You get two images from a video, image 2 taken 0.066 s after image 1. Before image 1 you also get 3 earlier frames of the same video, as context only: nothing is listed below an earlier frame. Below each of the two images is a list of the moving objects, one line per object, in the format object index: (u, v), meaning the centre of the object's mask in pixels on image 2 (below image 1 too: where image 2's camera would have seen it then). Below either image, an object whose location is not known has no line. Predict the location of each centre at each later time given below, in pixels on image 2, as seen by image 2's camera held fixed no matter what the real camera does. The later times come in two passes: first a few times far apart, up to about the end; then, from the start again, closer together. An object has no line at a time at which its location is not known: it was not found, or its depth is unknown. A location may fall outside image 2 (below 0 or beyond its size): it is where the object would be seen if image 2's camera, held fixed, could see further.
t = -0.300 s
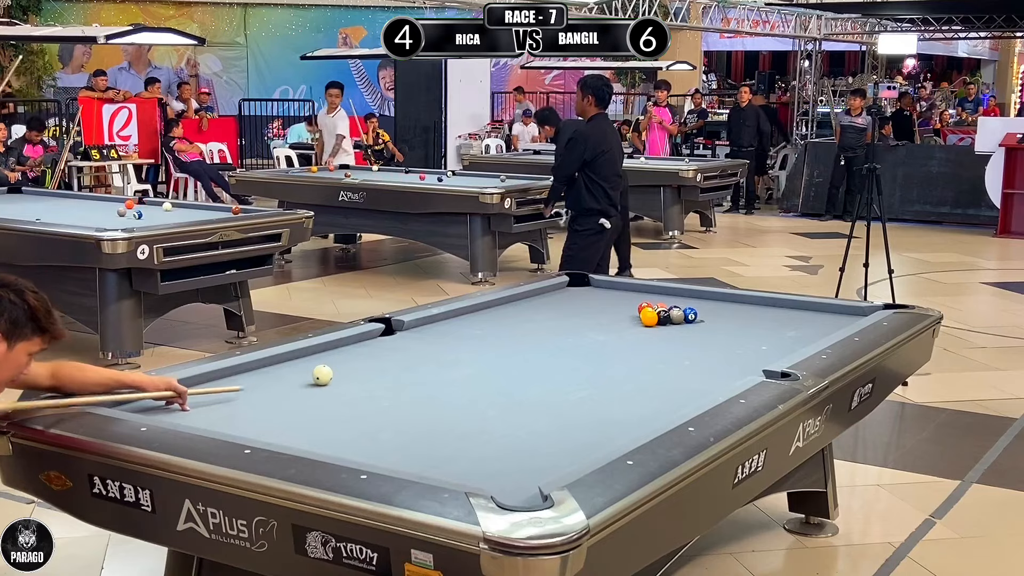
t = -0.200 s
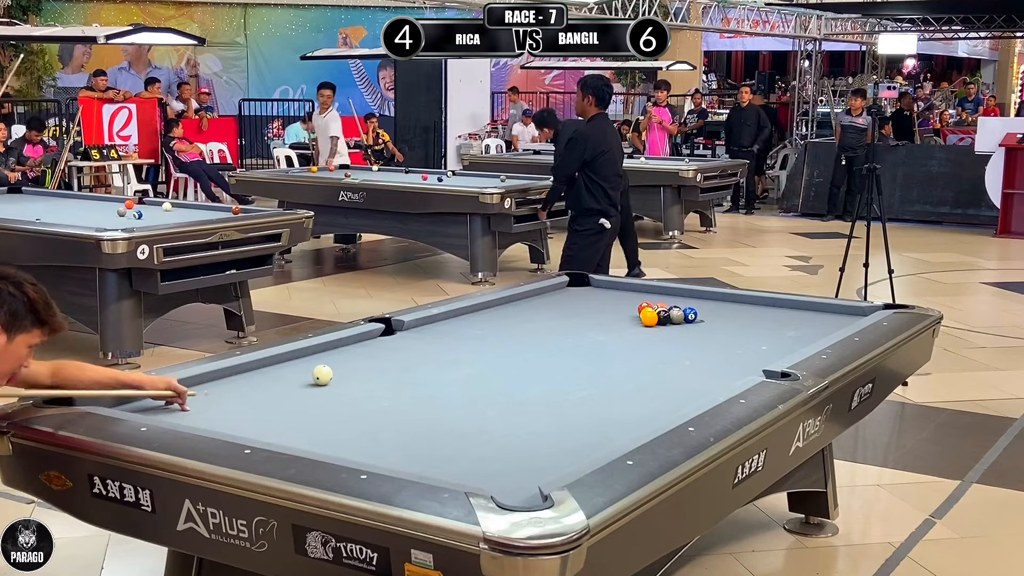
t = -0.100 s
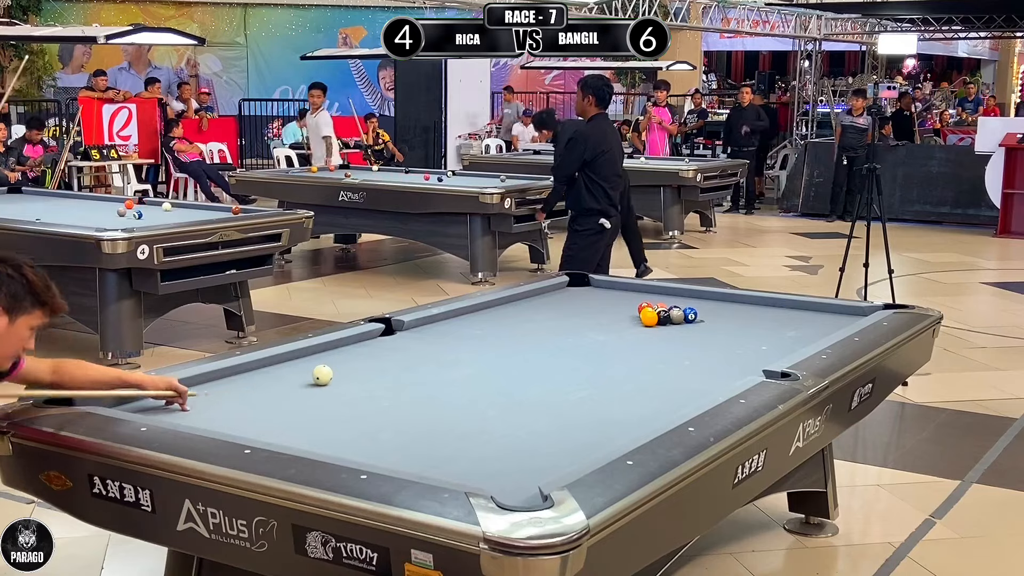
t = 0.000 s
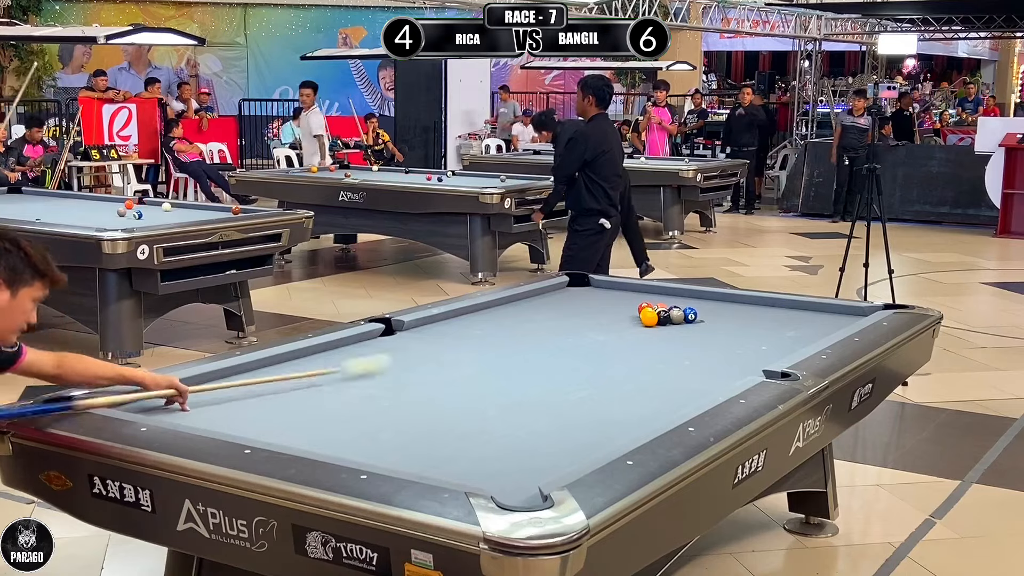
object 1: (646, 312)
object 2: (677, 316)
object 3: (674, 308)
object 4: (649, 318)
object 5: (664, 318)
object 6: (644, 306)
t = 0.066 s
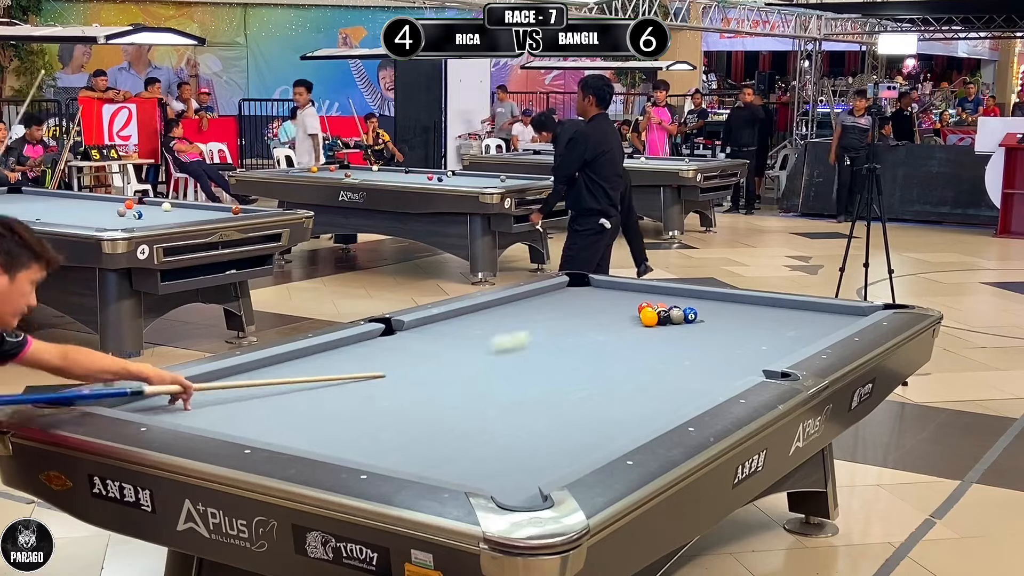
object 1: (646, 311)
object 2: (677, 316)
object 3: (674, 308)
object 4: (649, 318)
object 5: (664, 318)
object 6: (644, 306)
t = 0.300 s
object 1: (630, 315)
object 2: (715, 321)
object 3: (704, 303)
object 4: (656, 326)
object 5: (683, 327)
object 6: (635, 289)
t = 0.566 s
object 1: (601, 318)
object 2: (772, 328)
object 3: (715, 301)
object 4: (664, 338)
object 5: (714, 341)
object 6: (568, 292)
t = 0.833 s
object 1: (574, 319)
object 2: (829, 331)
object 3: (694, 307)
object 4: (673, 352)
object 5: (724, 351)
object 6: (516, 301)
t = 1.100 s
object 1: (548, 321)
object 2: (797, 333)
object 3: (673, 314)
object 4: (683, 366)
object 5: (724, 358)
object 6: (499, 313)
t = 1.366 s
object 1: (524, 322)
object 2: (766, 332)
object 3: (650, 322)
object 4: (694, 381)
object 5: (724, 366)
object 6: (481, 326)
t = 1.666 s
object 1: (498, 324)
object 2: (733, 332)
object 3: (626, 330)
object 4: (698, 395)
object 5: (723, 374)
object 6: (458, 342)
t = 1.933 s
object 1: (477, 325)
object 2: (707, 331)
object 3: (603, 338)
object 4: (666, 404)
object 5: (723, 380)
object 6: (435, 359)
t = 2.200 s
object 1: (457, 326)
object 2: (682, 330)
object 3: (581, 346)
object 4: (633, 410)
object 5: (719, 385)
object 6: (411, 376)
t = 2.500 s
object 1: (437, 331)
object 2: (656, 330)
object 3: (554, 356)
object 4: (597, 415)
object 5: (704, 390)
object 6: (380, 399)
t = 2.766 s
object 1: (418, 334)
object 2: (635, 329)
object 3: (531, 364)
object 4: (567, 421)
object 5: (692, 395)
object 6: (349, 422)
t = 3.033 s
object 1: (393, 336)
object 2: (616, 328)
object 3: (507, 373)
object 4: (537, 425)
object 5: (681, 398)
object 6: (315, 443)
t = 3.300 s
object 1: (366, 338)
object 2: (599, 327)
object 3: (483, 382)
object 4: (509, 430)
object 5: (670, 401)
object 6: (367, 447)
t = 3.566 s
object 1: (369, 341)
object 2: (583, 327)
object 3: (459, 392)
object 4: (483, 434)
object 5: (661, 403)
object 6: (431, 444)
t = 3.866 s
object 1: (372, 344)
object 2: (568, 326)
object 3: (432, 402)
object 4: (478, 429)
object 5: (652, 405)
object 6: (475, 448)
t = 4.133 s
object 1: (375, 346)
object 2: (556, 325)
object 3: (408, 412)
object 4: (482, 427)
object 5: (647, 407)
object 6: (503, 456)
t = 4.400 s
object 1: (378, 348)
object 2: (547, 325)
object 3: (383, 421)
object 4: (486, 422)
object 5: (643, 408)
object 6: (530, 463)
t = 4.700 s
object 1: (380, 350)
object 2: (537, 325)
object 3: (356, 432)
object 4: (490, 418)
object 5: (641, 409)
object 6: (557, 466)
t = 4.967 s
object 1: (382, 351)
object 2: (532, 324)
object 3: (333, 441)
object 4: (493, 416)
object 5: (641, 409)
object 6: (546, 467)
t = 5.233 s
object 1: (383, 353)
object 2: (527, 324)
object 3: (311, 445)
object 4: (495, 414)
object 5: (641, 409)
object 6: (534, 466)
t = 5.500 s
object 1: (385, 353)
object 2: (524, 324)
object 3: (322, 444)
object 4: (497, 413)
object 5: (641, 409)
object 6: (525, 465)
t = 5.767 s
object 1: (386, 354)
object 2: (523, 324)
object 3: (334, 442)
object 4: (498, 412)
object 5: (641, 409)
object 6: (518, 463)
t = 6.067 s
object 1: (386, 354)
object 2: (524, 324)
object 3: (345, 439)
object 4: (499, 412)
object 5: (641, 409)
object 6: (514, 462)
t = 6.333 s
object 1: (386, 354)
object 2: (524, 324)
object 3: (353, 437)
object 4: (499, 412)
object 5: (641, 409)
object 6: (513, 462)
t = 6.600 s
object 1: (386, 354)
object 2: (524, 324)
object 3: (358, 434)
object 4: (499, 412)
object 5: (641, 409)
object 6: (512, 462)
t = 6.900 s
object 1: (386, 354)
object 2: (524, 324)
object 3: (363, 433)
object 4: (499, 412)
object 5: (641, 409)
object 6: (513, 462)
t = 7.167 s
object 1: (386, 354)
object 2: (524, 324)
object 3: (366, 432)
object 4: (499, 412)
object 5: (641, 409)
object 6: (513, 462)
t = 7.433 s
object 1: (386, 354)
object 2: (524, 324)
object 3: (367, 432)
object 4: (499, 412)
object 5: (641, 409)
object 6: (512, 462)
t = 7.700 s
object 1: (386, 354)
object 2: (524, 324)
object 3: (367, 432)
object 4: (499, 412)
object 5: (641, 409)
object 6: (513, 462)
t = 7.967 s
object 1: (386, 354)
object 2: (524, 324)
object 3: (367, 432)
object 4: (499, 412)
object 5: (641, 409)
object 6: (512, 462)
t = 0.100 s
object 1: (646, 312)
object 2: (677, 316)
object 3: (674, 308)
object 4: (649, 318)
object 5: (664, 318)
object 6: (644, 306)
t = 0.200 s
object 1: (640, 312)
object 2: (691, 318)
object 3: (686, 307)
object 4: (652, 321)
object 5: (672, 321)
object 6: (641, 301)
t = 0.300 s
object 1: (630, 315)
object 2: (715, 321)
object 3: (704, 303)
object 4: (656, 326)
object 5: (683, 327)
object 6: (635, 289)
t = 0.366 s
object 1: (622, 316)
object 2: (730, 323)
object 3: (714, 300)
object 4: (657, 329)
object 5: (690, 330)
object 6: (622, 288)
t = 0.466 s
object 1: (611, 318)
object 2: (751, 325)
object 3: (723, 297)
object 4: (661, 333)
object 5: (702, 336)
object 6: (594, 290)
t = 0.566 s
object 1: (601, 318)
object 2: (772, 328)
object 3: (715, 301)
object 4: (664, 338)
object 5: (714, 341)
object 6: (568, 292)
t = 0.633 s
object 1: (594, 319)
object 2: (787, 329)
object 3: (710, 301)
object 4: (666, 341)
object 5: (722, 345)
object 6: (550, 294)
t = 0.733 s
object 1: (584, 319)
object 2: (809, 332)
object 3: (702, 304)
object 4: (670, 346)
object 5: (724, 344)
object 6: (523, 297)
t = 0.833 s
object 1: (574, 319)
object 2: (829, 331)
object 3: (694, 307)
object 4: (673, 352)
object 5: (724, 351)
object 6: (516, 301)
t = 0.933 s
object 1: (565, 320)
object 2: (817, 333)
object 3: (686, 309)
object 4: (677, 357)
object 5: (724, 354)
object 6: (510, 304)
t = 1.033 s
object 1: (555, 320)
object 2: (805, 333)
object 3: (679, 312)
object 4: (681, 362)
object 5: (724, 357)
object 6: (504, 309)
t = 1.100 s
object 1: (548, 321)
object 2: (797, 333)
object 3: (673, 314)
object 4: (683, 366)
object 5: (724, 358)
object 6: (499, 313)
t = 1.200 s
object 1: (539, 322)
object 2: (785, 333)
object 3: (666, 317)
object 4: (687, 371)
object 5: (724, 361)
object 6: (493, 317)
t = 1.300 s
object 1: (530, 322)
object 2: (774, 333)
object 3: (657, 320)
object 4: (692, 377)
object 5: (724, 364)
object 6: (486, 322)
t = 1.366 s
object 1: (524, 322)
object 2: (766, 332)
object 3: (650, 322)
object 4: (694, 381)
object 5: (724, 366)
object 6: (481, 326)
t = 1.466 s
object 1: (515, 323)
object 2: (755, 332)
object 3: (643, 323)
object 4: (698, 387)
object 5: (724, 369)
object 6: (473, 331)
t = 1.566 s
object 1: (507, 323)
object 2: (744, 332)
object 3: (634, 327)
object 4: (702, 391)
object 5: (724, 371)
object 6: (466, 337)
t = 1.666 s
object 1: (498, 324)
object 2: (733, 332)
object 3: (626, 330)
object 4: (698, 395)
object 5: (723, 374)
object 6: (458, 342)
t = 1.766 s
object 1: (491, 325)
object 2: (723, 331)
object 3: (618, 333)
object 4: (686, 399)
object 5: (723, 377)
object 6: (450, 348)
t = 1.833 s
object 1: (485, 325)
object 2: (717, 331)
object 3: (612, 335)
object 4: (678, 401)
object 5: (723, 378)
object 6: (444, 352)
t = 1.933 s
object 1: (477, 325)
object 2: (707, 331)
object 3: (603, 338)
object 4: (666, 404)
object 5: (723, 380)
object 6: (435, 359)
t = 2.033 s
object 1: (469, 325)
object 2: (697, 331)
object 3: (595, 341)
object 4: (653, 405)
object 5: (722, 382)
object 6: (427, 366)
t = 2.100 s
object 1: (465, 324)
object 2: (691, 331)
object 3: (589, 343)
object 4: (645, 407)
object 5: (721, 383)
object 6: (420, 370)
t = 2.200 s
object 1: (457, 326)
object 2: (682, 330)
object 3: (581, 346)
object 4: (633, 410)
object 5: (719, 385)
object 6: (411, 376)
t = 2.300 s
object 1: (450, 329)
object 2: (673, 330)
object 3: (572, 349)
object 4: (621, 411)
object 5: (714, 387)
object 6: (401, 384)
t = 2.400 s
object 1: (443, 330)
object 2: (664, 330)
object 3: (563, 352)
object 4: (609, 413)
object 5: (709, 389)
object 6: (391, 391)
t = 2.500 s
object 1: (437, 331)
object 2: (656, 330)
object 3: (554, 356)
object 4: (597, 415)
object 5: (704, 390)
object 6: (380, 399)
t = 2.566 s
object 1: (432, 332)
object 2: (650, 330)
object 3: (548, 358)
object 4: (589, 417)
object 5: (701, 391)
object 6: (372, 405)
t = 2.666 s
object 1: (425, 333)
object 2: (642, 330)
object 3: (539, 361)
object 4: (578, 419)
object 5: (697, 393)
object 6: (361, 413)
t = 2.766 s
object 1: (418, 334)
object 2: (635, 329)
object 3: (531, 364)
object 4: (567, 421)
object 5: (692, 395)
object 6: (349, 422)
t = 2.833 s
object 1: (413, 334)
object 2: (629, 329)
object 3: (525, 367)
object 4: (559, 422)
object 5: (689, 395)
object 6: (341, 428)
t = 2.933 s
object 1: (406, 336)
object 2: (622, 328)
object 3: (516, 370)
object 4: (548, 424)
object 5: (685, 397)
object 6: (328, 437)
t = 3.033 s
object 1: (393, 336)
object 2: (616, 328)
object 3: (507, 373)
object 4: (537, 425)
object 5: (681, 398)
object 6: (315, 443)
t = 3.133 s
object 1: (381, 337)
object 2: (609, 328)
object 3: (498, 376)
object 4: (526, 427)
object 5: (676, 399)
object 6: (326, 446)
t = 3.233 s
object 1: (368, 337)
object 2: (603, 327)
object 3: (489, 380)
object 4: (516, 429)
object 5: (672, 400)
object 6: (351, 447)
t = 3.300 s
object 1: (366, 338)
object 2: (599, 327)
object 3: (483, 382)
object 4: (509, 430)
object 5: (670, 401)
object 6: (367, 447)
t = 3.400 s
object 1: (367, 339)
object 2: (593, 327)
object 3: (475, 386)
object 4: (499, 431)
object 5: (666, 402)
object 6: (392, 446)
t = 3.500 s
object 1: (368, 340)
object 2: (587, 327)
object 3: (465, 389)
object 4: (489, 433)
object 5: (663, 403)
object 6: (416, 444)
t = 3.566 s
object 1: (369, 341)
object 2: (583, 327)
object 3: (459, 392)
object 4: (483, 434)
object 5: (661, 403)
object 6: (431, 444)
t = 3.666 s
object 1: (371, 342)
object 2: (578, 326)
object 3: (450, 395)
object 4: (474, 436)
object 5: (658, 404)
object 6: (454, 443)
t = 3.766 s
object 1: (371, 343)
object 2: (573, 326)
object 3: (441, 399)
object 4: (477, 432)
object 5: (655, 405)
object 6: (464, 446)
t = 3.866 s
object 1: (372, 344)
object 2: (568, 326)
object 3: (432, 402)
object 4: (478, 429)
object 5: (652, 405)
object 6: (475, 448)
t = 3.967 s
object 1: (373, 345)
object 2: (563, 326)
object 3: (423, 406)
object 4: (479, 429)
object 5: (650, 406)
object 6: (486, 451)
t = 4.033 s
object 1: (374, 345)
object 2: (561, 325)
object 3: (417, 408)
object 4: (480, 428)
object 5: (648, 406)
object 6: (492, 453)
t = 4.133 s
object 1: (375, 346)
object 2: (556, 325)
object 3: (408, 412)
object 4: (482, 427)
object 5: (647, 407)
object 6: (503, 456)
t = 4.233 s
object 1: (376, 347)
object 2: (552, 325)
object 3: (399, 415)
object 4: (483, 425)
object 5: (645, 407)
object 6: (513, 458)
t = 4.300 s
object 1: (377, 348)
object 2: (550, 325)
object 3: (392, 417)
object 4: (484, 424)
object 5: (644, 408)
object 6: (520, 460)
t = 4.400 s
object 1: (378, 348)
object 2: (547, 325)
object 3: (383, 421)
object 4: (486, 422)
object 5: (643, 408)
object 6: (530, 463)
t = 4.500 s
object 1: (378, 349)
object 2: (543, 325)
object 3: (374, 424)
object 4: (487, 421)
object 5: (642, 408)
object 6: (540, 466)
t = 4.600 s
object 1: (379, 350)
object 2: (540, 325)
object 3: (366, 428)
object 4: (489, 419)
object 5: (642, 409)
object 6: (549, 467)
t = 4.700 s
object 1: (380, 350)
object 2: (537, 325)
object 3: (356, 432)
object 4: (490, 418)
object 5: (641, 409)
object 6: (557, 466)
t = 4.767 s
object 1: (381, 350)
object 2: (536, 325)
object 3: (351, 434)
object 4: (491, 418)
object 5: (641, 409)
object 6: (555, 467)
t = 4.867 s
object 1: (381, 351)
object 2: (534, 324)
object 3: (342, 438)
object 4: (492, 417)
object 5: (641, 409)
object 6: (550, 467)
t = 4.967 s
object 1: (382, 351)
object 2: (532, 324)
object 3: (333, 441)
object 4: (493, 416)
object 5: (641, 409)
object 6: (546, 467)
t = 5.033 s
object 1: (382, 352)
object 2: (531, 324)
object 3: (328, 442)
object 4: (493, 415)
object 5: (641, 409)
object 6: (543, 467)
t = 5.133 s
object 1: (383, 352)
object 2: (529, 324)
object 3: (319, 443)
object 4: (494, 414)
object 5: (641, 409)
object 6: (538, 467)
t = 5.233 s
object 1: (383, 353)
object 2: (527, 324)
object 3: (311, 445)
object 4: (495, 414)
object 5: (641, 409)
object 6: (534, 466)
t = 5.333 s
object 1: (384, 353)
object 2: (526, 324)
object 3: (314, 444)
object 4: (496, 413)
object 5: (641, 409)
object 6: (530, 466)
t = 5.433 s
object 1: (384, 353)
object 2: (525, 324)
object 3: (319, 444)
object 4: (497, 413)
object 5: (641, 409)
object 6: (527, 465)
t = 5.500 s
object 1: (385, 353)
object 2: (524, 324)
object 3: (322, 444)
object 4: (497, 413)
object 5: (641, 409)
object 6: (525, 465)
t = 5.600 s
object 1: (385, 354)
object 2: (524, 324)
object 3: (327, 443)
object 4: (498, 412)
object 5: (641, 409)
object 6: (522, 464)
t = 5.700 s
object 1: (386, 354)
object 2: (524, 324)
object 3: (331, 443)
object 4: (498, 412)
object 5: (641, 409)
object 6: (520, 463)
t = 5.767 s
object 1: (386, 354)
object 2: (523, 324)
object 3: (334, 442)
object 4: (498, 412)
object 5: (641, 409)
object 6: (518, 463)
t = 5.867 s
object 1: (386, 354)
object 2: (524, 324)
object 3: (338, 442)
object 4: (499, 412)
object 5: (641, 409)
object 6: (516, 463)
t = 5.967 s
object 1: (386, 354)
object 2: (524, 324)
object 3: (342, 440)
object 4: (499, 412)
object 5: (641, 409)
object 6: (515, 462)
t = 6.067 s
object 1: (386, 354)
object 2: (524, 324)
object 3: (345, 439)
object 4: (499, 412)
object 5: (641, 409)
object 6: (514, 462)
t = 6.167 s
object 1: (386, 354)
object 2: (524, 324)
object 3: (349, 438)
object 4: (499, 412)
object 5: (641, 409)
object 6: (513, 462)
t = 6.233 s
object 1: (386, 354)
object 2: (524, 324)
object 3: (350, 437)
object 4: (499, 412)
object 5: (641, 409)
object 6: (513, 462)
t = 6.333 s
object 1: (386, 354)
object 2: (524, 324)
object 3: (353, 437)
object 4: (499, 412)
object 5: (641, 409)
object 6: (513, 462)
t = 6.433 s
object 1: (386, 354)
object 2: (524, 324)
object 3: (355, 436)
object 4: (499, 412)
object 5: (641, 409)
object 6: (512, 462)
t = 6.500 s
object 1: (386, 354)
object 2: (524, 324)
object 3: (357, 435)
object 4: (499, 412)
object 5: (641, 409)
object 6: (512, 462)
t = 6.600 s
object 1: (386, 354)
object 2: (524, 324)
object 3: (358, 434)
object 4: (499, 412)
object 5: (641, 409)
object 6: (512, 462)
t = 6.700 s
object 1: (386, 354)
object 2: (524, 324)
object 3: (360, 434)
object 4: (499, 412)
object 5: (641, 409)
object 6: (513, 462)
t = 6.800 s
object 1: (386, 354)
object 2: (524, 324)
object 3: (362, 433)
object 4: (499, 412)
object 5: (641, 409)
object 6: (513, 462)
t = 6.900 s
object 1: (386, 354)
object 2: (524, 324)
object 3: (363, 433)
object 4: (499, 412)
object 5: (641, 409)
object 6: (513, 462)
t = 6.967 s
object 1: (386, 354)
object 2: (524, 324)
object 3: (364, 433)
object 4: (499, 412)
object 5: (641, 409)
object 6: (513, 462)
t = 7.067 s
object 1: (386, 354)
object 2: (524, 324)
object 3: (365, 432)
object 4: (499, 412)
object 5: (641, 409)
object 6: (513, 462)
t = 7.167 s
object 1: (386, 354)
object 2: (524, 324)
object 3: (366, 432)
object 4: (499, 412)
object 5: (641, 409)
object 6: (513, 462)
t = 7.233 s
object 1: (386, 354)
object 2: (524, 324)
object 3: (366, 432)
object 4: (499, 412)
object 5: (641, 409)
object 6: (513, 462)
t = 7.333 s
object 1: (386, 354)
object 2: (524, 324)
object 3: (367, 432)
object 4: (499, 412)
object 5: (641, 409)
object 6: (513, 462)
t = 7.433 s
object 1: (386, 354)
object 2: (524, 324)
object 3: (367, 432)
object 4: (499, 412)
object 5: (641, 409)
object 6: (512, 462)
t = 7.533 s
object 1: (386, 354)
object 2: (524, 324)
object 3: (367, 432)
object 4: (499, 412)
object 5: (641, 409)
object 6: (513, 462)
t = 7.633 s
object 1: (386, 354)
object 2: (524, 324)
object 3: (367, 432)
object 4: (499, 412)
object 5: (641, 409)
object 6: (513, 462)
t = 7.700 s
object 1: (386, 354)
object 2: (524, 324)
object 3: (367, 432)
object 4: (499, 412)
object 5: (641, 409)
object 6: (513, 462)
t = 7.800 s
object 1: (386, 354)
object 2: (524, 324)
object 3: (367, 432)
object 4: (499, 412)
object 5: (641, 409)
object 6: (513, 462)
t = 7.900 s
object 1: (386, 354)
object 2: (524, 324)
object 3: (367, 432)
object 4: (499, 412)
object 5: (641, 409)
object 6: (513, 462)
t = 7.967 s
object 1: (386, 354)
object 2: (524, 324)
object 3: (367, 432)
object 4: (499, 412)
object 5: (641, 409)
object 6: (512, 462)
